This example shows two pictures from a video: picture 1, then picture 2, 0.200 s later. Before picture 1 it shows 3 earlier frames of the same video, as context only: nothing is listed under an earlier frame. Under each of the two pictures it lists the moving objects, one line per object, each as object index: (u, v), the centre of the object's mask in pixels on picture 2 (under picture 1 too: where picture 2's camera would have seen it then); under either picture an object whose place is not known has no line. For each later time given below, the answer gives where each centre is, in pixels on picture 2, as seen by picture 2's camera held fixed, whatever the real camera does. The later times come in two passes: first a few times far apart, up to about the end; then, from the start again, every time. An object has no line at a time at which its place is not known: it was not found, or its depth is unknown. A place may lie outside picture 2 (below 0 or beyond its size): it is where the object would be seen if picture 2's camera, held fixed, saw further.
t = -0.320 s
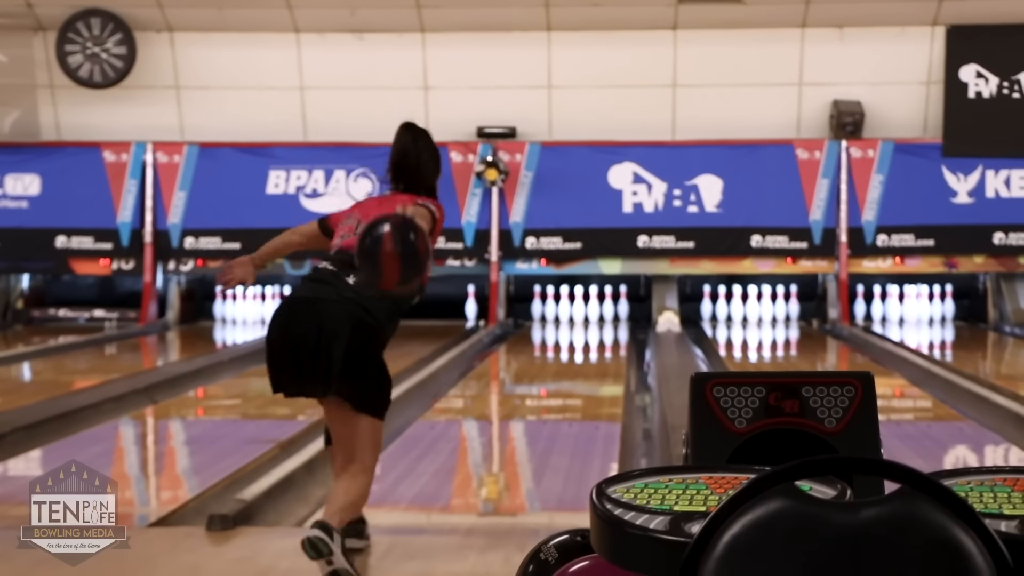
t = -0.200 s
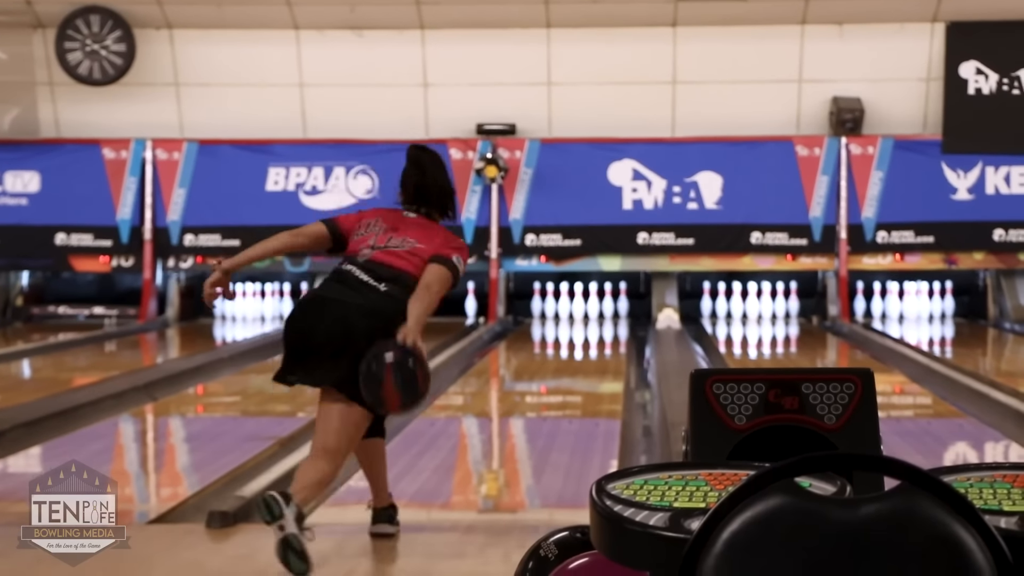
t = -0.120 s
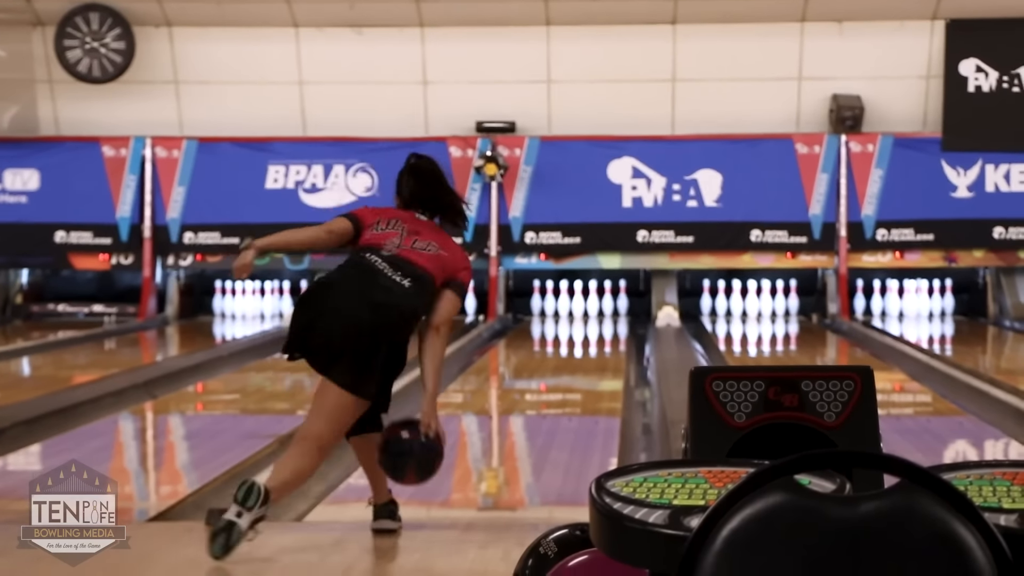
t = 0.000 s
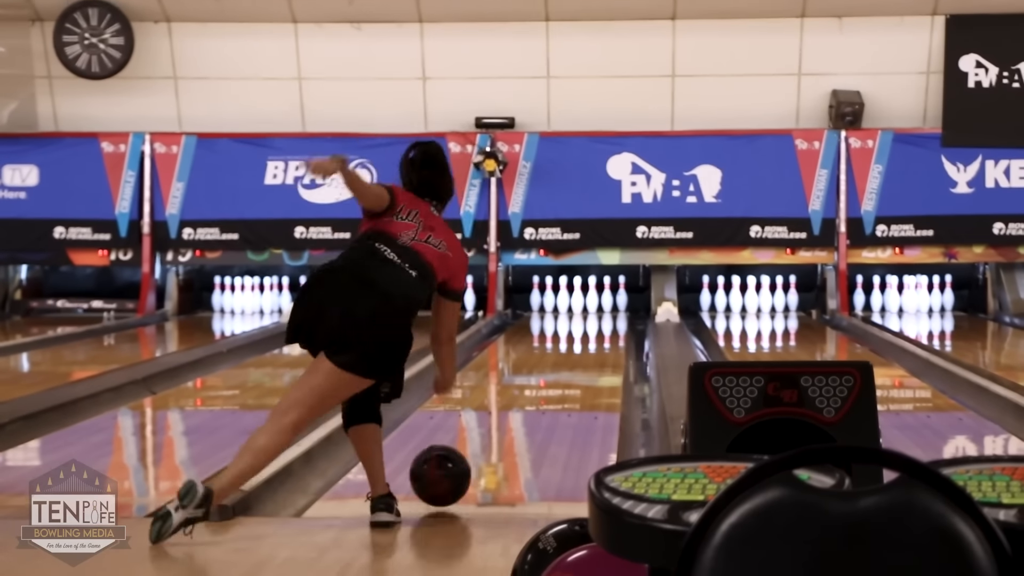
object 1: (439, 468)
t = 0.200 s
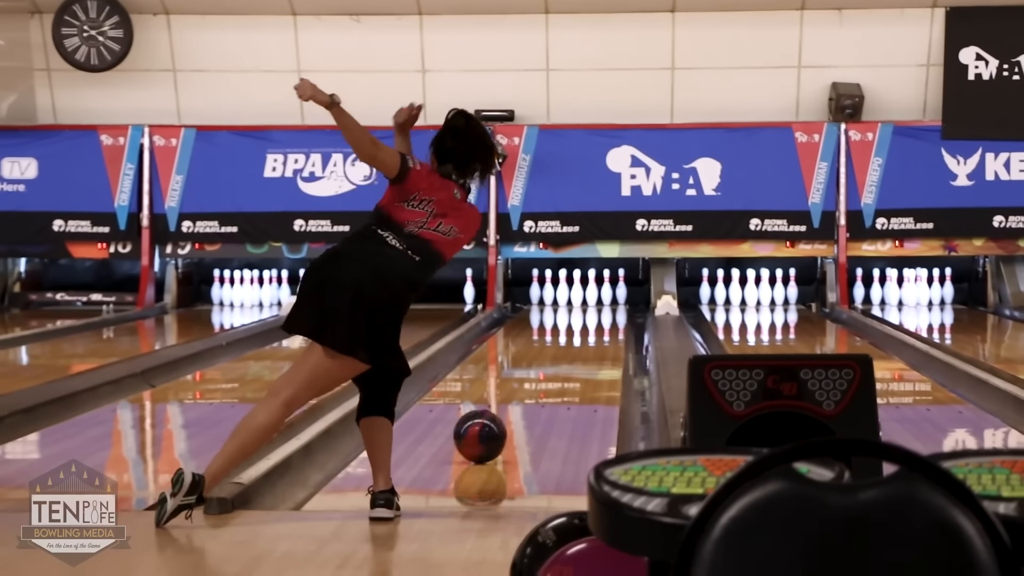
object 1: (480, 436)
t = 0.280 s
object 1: (493, 424)
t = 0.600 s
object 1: (534, 387)
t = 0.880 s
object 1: (559, 365)
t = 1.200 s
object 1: (579, 346)
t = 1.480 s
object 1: (592, 332)
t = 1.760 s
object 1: (601, 321)
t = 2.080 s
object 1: (603, 311)
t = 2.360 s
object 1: (594, 305)
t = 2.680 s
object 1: (578, 299)
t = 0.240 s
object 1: (488, 429)
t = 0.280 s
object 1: (493, 424)
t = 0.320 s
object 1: (501, 418)
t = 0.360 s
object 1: (506, 414)
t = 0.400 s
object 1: (510, 410)
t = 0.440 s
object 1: (517, 404)
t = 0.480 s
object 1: (521, 400)
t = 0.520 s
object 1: (527, 394)
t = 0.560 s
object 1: (530, 391)
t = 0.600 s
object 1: (534, 387)
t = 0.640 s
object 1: (540, 383)
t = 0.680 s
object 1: (542, 380)
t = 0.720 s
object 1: (547, 376)
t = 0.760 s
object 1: (550, 374)
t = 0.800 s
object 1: (552, 371)
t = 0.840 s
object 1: (556, 367)
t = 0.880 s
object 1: (559, 365)
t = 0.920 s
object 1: (562, 361)
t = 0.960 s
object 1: (565, 359)
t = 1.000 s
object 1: (567, 357)
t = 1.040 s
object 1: (570, 354)
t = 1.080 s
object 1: (572, 352)
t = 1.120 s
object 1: (576, 349)
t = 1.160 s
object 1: (577, 347)
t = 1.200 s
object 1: (579, 346)
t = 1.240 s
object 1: (582, 343)
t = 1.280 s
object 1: (583, 341)
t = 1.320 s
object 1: (586, 339)
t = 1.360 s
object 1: (588, 337)
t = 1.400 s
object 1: (589, 335)
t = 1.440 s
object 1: (591, 333)
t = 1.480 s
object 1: (592, 332)
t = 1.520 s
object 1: (594, 330)
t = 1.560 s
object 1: (595, 329)
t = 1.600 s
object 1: (597, 327)
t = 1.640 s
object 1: (598, 325)
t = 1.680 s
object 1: (599, 324)
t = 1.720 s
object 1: (600, 322)
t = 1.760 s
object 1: (601, 321)
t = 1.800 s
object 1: (602, 320)
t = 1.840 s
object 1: (603, 318)
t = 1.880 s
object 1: (603, 317)
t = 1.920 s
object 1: (604, 315)
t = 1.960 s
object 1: (604, 315)
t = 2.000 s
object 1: (604, 314)
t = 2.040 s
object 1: (603, 312)
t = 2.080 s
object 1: (603, 311)
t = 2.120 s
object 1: (602, 310)
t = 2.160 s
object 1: (602, 309)
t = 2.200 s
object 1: (601, 309)
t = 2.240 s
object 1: (599, 307)
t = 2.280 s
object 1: (598, 307)
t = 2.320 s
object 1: (596, 306)
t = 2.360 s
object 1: (594, 305)
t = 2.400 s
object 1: (593, 304)
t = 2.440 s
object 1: (590, 303)
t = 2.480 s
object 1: (588, 303)
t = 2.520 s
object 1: (587, 302)
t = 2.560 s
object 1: (584, 302)
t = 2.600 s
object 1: (583, 302)
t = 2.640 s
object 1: (580, 300)
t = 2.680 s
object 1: (578, 299)
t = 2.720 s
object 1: (577, 298)
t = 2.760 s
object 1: (573, 298)
